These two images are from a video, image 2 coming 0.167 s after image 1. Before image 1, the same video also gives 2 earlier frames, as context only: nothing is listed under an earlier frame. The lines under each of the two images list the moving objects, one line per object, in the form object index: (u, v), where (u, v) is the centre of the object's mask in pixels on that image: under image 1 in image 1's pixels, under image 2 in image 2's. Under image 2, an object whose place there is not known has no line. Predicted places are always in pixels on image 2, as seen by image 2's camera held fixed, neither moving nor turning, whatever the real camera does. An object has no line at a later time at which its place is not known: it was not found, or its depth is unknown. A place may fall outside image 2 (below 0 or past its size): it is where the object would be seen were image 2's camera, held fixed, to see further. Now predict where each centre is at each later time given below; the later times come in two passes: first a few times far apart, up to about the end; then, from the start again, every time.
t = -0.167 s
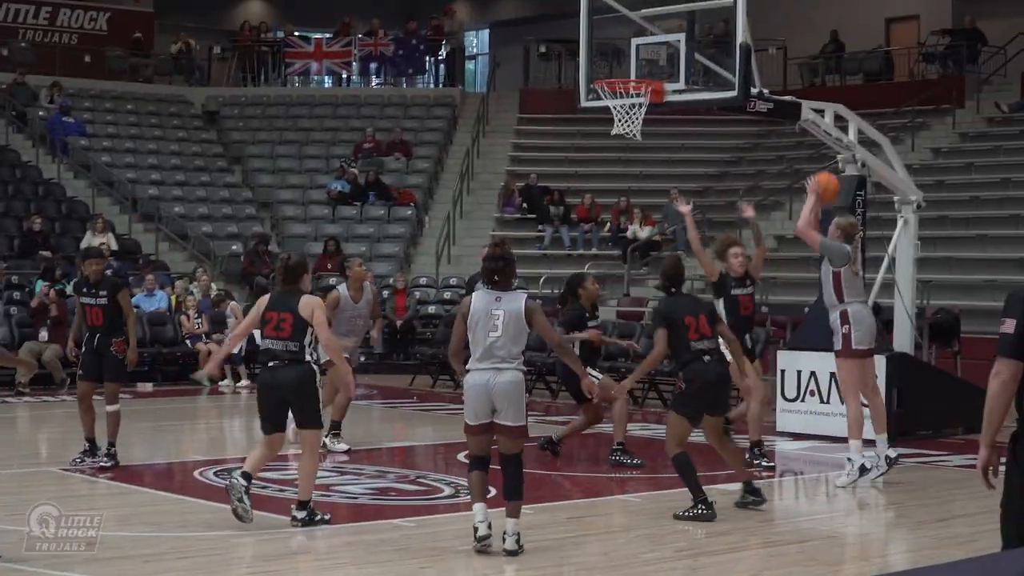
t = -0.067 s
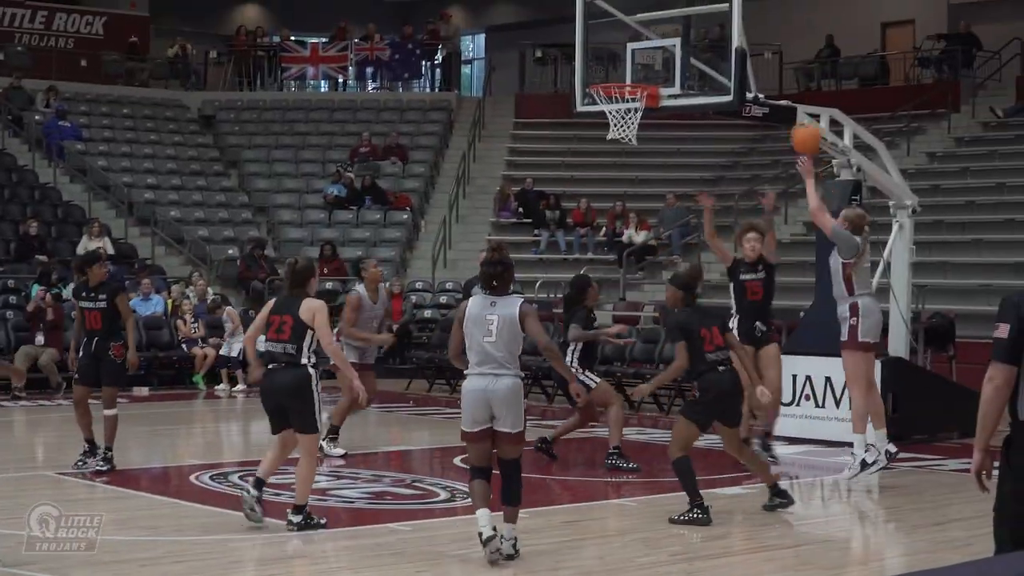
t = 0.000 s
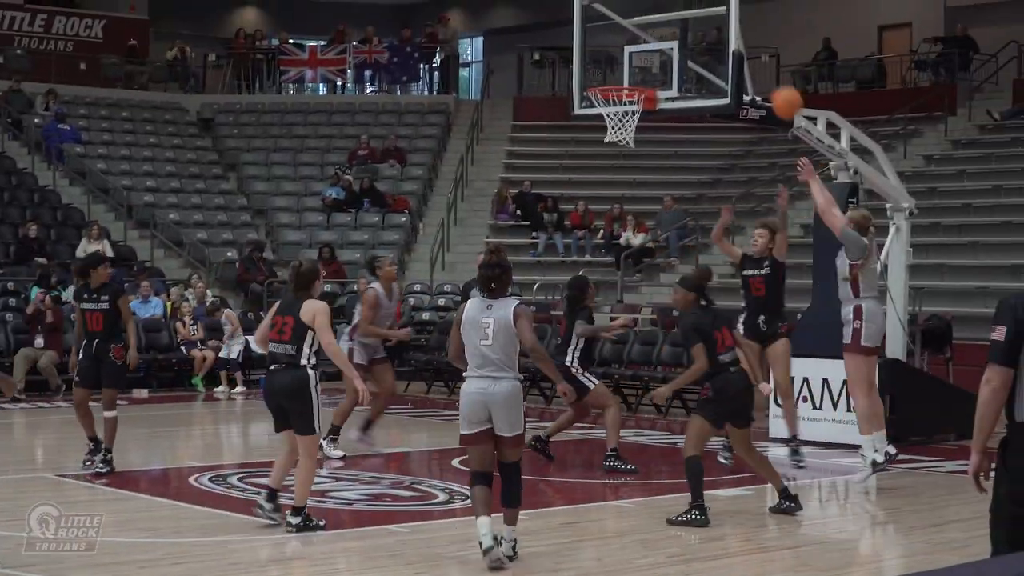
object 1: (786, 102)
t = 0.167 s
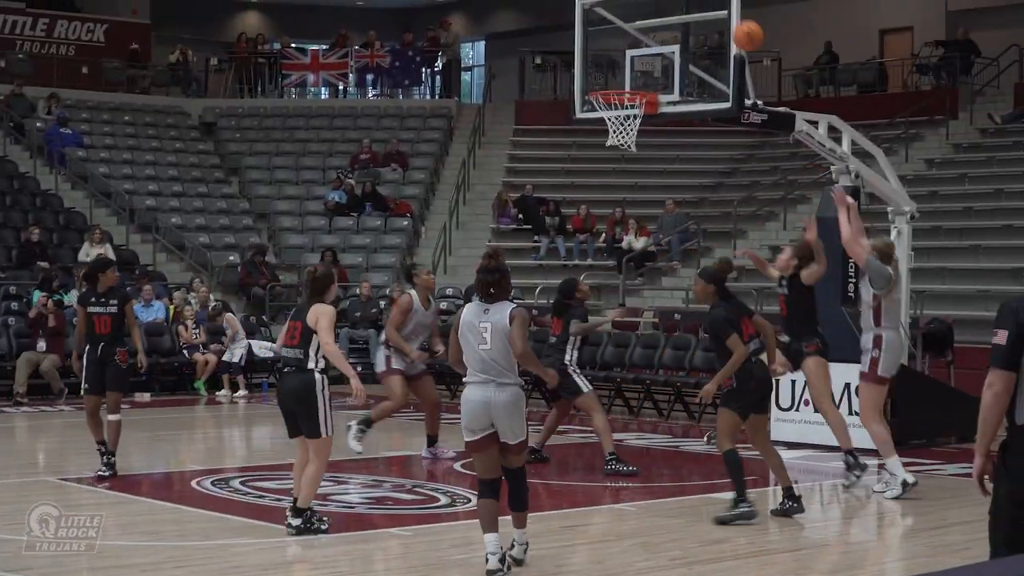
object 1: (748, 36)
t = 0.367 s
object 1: (700, 6)
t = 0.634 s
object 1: (641, 31)
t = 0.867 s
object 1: (613, 111)
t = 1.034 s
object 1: (640, 179)
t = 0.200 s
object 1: (739, 26)
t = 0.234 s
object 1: (731, 18)
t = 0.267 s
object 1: (723, 12)
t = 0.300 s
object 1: (716, 10)
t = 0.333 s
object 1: (707, 6)
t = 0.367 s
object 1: (700, 6)
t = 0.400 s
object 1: (692, 5)
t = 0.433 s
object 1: (685, 5)
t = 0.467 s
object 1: (678, 6)
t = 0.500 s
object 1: (670, 7)
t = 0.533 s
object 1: (663, 9)
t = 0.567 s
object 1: (656, 15)
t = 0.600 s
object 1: (649, 22)
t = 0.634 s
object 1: (641, 31)
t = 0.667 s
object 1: (634, 40)
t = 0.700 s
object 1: (627, 50)
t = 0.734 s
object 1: (620, 63)
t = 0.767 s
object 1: (613, 76)
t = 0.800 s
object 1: (606, 84)
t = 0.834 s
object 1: (608, 103)
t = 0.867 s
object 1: (613, 111)
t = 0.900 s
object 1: (623, 127)
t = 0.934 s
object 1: (626, 140)
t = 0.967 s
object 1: (631, 152)
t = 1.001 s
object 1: (636, 165)
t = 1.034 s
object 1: (640, 179)
